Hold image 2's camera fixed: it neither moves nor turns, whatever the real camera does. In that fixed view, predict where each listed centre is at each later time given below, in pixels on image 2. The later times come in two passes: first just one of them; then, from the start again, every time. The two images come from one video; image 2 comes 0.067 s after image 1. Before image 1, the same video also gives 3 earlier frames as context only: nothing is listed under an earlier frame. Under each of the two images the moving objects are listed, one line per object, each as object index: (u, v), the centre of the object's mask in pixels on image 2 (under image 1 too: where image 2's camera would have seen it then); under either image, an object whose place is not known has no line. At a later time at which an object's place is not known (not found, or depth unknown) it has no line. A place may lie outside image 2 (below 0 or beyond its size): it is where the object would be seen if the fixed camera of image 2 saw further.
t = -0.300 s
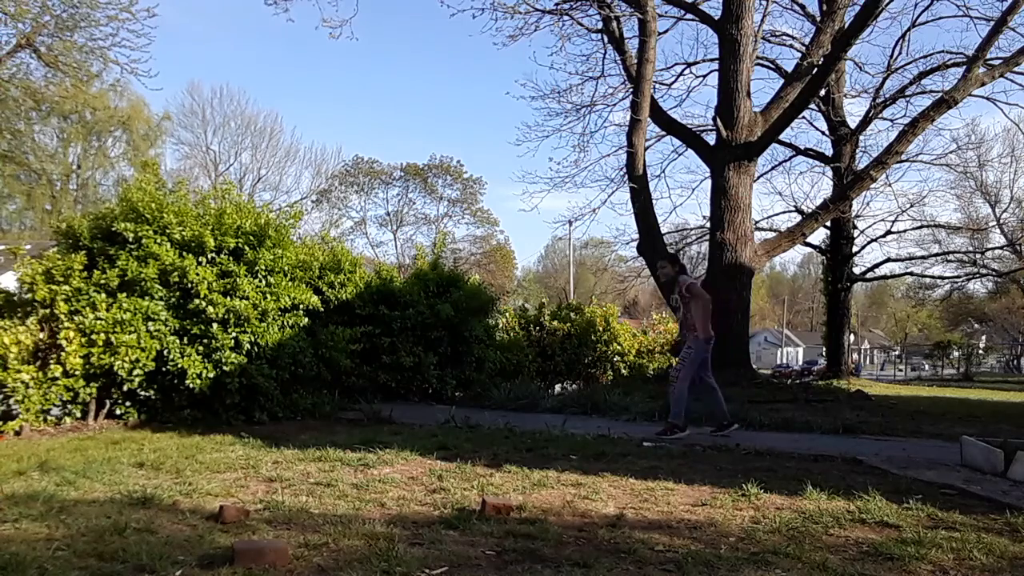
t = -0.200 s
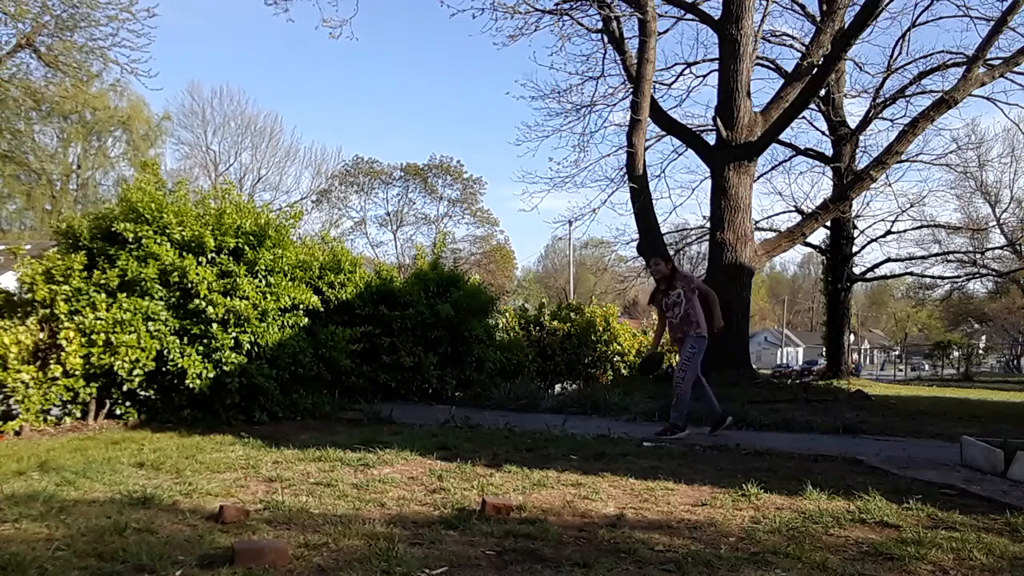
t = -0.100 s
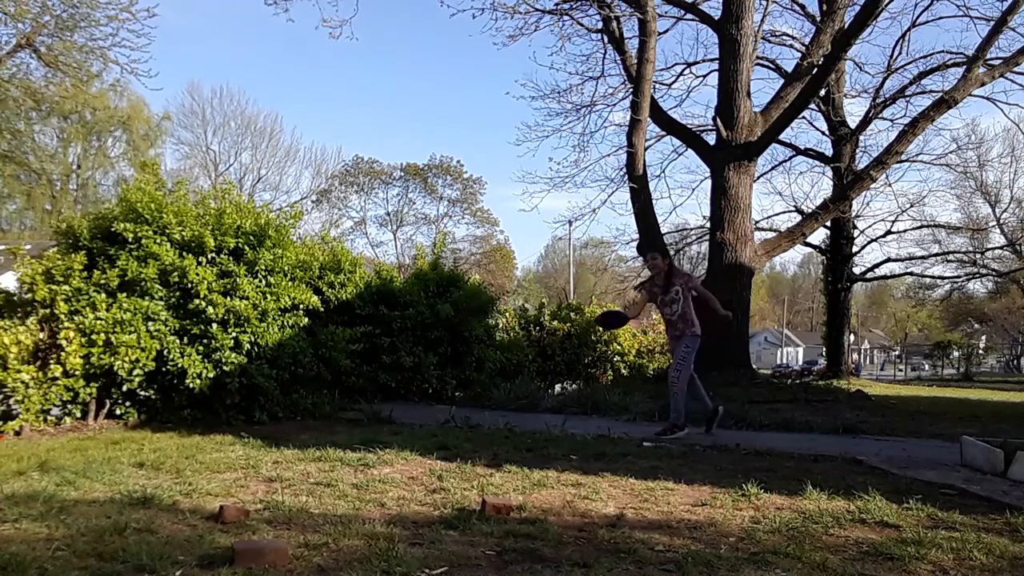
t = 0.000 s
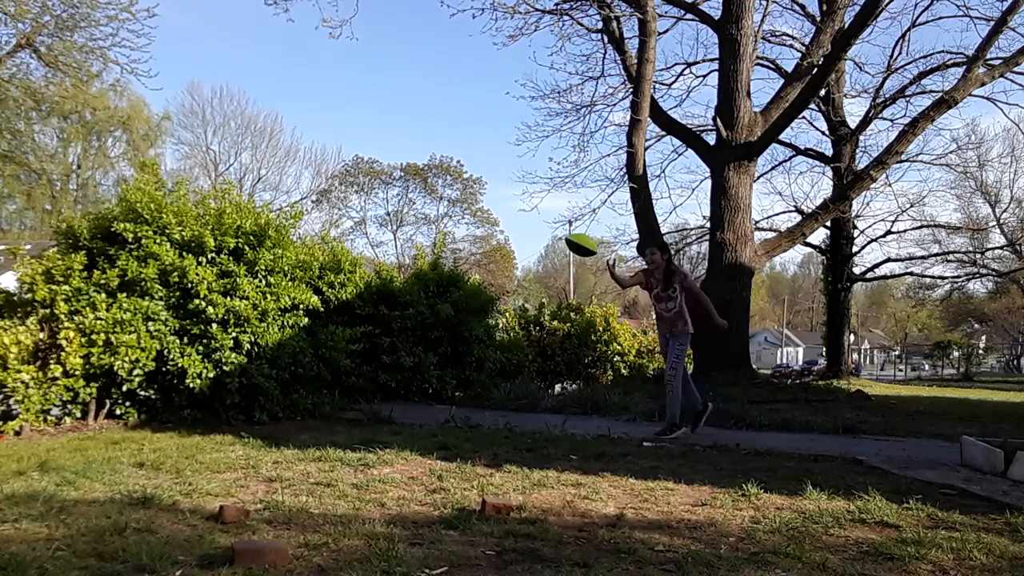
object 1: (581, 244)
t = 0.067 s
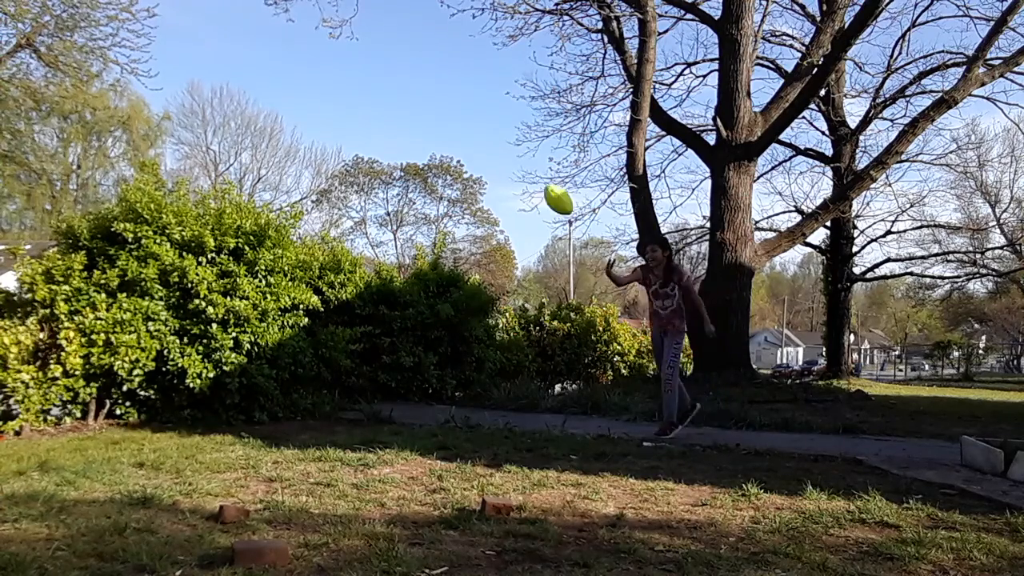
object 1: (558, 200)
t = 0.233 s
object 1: (490, 100)
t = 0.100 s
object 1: (546, 178)
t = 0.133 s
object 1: (533, 158)
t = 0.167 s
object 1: (519, 137)
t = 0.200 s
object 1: (505, 118)
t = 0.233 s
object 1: (490, 100)
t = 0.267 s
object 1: (475, 83)
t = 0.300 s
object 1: (458, 67)
